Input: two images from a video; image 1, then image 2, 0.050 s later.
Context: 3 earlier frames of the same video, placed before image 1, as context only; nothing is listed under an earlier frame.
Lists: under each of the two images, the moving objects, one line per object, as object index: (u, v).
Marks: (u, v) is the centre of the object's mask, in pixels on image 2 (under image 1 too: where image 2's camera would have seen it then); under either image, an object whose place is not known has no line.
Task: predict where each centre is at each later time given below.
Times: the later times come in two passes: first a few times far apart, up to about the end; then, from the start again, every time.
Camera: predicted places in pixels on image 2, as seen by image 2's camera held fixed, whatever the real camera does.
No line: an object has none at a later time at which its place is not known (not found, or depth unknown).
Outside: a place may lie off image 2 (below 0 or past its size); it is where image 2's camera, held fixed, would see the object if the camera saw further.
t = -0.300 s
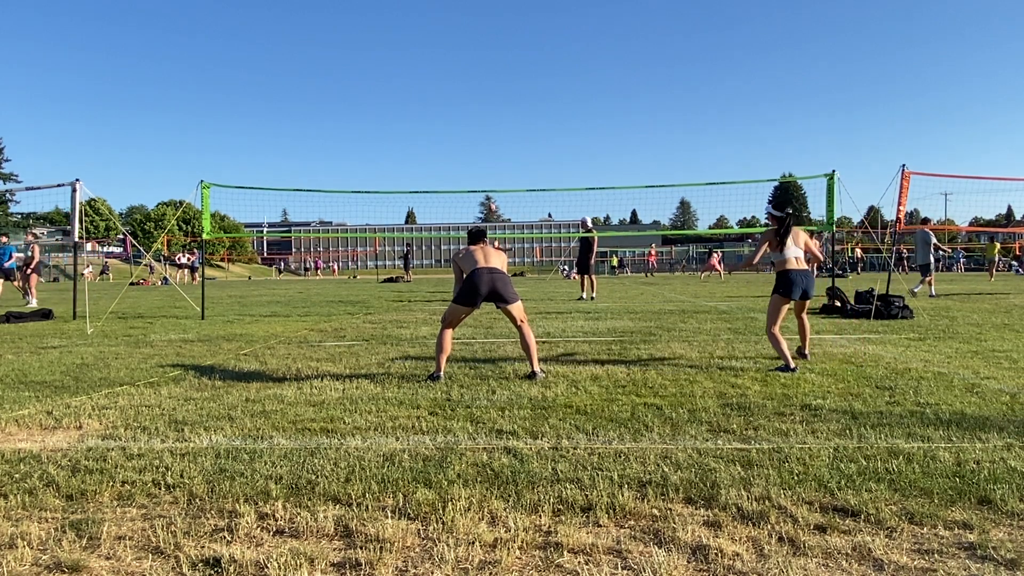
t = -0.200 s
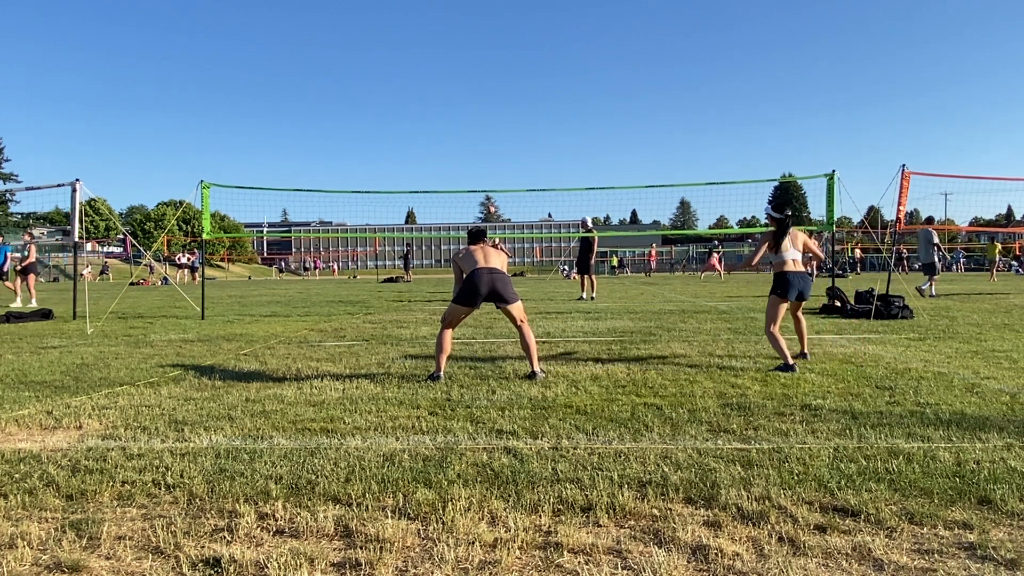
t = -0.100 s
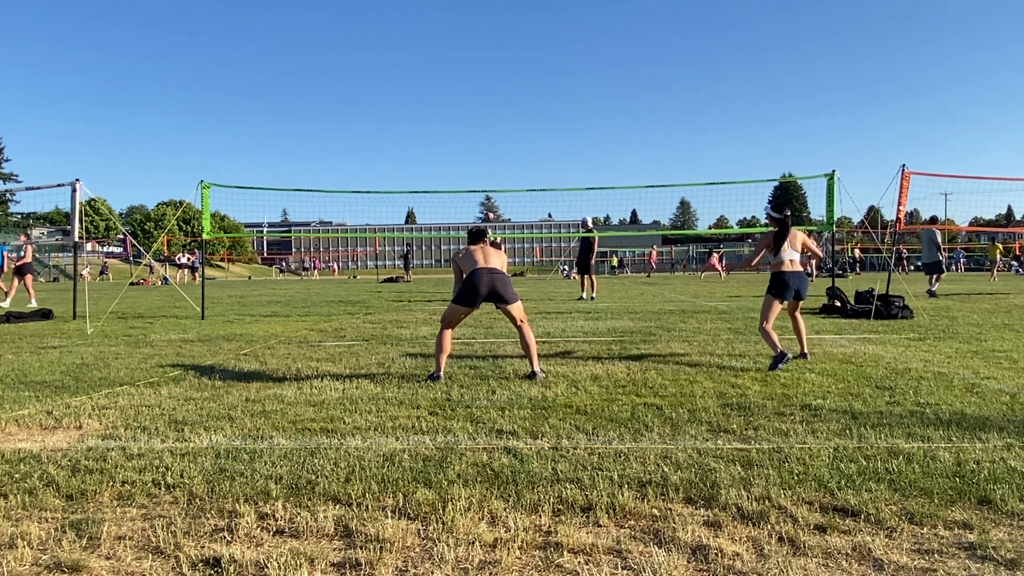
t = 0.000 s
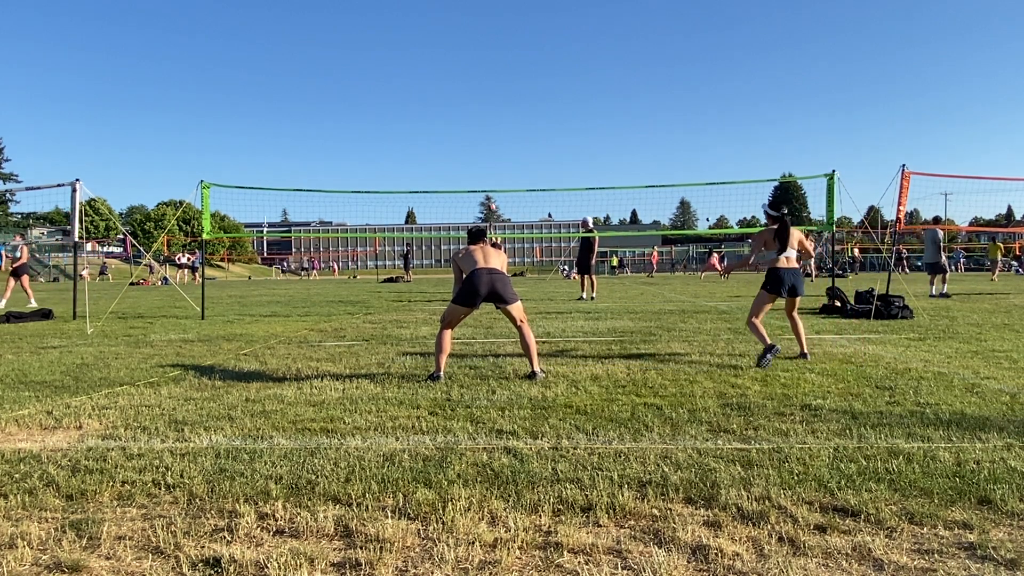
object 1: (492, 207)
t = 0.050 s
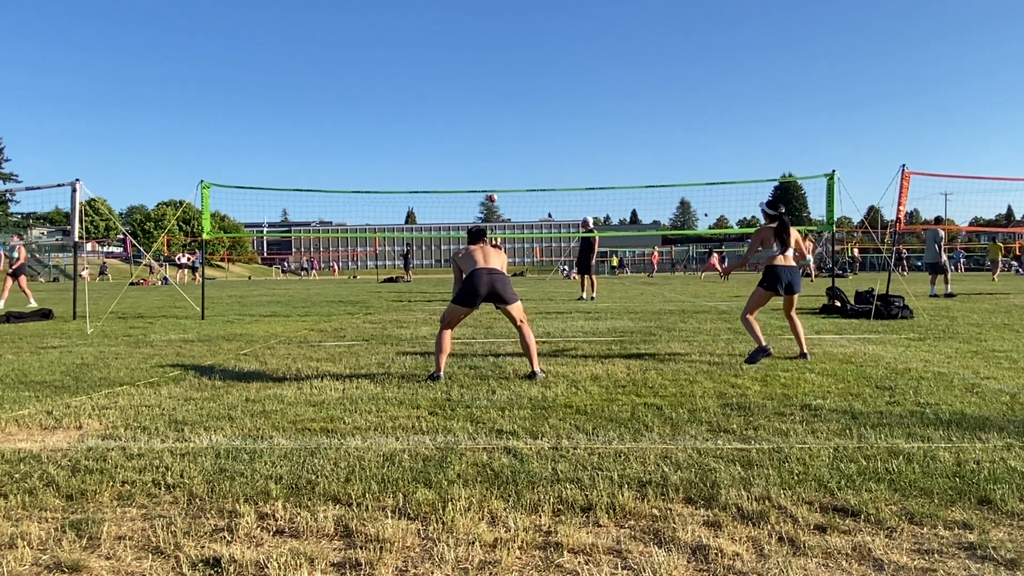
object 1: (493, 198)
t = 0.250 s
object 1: (498, 166)
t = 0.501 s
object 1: (508, 144)
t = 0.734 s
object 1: (529, 153)
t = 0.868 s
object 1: (549, 182)
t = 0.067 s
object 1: (493, 195)
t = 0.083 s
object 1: (494, 192)
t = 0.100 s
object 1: (494, 187)
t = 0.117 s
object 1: (495, 185)
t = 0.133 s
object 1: (495, 183)
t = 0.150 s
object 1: (495, 180)
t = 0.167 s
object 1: (496, 178)
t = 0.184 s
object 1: (496, 175)
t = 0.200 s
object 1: (497, 173)
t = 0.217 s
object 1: (497, 170)
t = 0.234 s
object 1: (497, 168)
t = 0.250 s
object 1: (498, 166)
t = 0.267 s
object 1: (498, 164)
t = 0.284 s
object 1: (499, 162)
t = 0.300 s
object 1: (499, 160)
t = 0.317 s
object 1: (500, 158)
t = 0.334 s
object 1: (500, 157)
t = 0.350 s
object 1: (501, 155)
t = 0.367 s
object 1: (502, 153)
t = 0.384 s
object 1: (502, 152)
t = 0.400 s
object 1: (503, 150)
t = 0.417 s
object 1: (503, 149)
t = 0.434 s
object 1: (504, 148)
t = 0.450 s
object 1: (505, 147)
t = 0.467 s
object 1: (506, 146)
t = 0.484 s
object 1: (507, 145)
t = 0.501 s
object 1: (508, 144)
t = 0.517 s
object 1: (509, 143)
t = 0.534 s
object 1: (510, 143)
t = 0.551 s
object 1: (511, 143)
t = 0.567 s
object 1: (513, 143)
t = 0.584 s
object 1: (514, 143)
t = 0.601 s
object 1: (515, 143)
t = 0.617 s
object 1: (517, 144)
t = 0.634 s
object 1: (518, 145)
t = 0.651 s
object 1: (520, 145)
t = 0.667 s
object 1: (521, 146)
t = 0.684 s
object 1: (523, 148)
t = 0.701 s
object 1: (525, 149)
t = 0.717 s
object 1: (527, 151)
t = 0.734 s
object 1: (529, 153)
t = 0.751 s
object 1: (531, 155)
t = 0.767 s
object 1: (533, 158)
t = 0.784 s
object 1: (536, 161)
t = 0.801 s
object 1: (538, 165)
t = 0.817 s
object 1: (541, 168)
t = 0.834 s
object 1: (543, 173)
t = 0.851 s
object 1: (546, 177)
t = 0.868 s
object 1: (549, 182)
